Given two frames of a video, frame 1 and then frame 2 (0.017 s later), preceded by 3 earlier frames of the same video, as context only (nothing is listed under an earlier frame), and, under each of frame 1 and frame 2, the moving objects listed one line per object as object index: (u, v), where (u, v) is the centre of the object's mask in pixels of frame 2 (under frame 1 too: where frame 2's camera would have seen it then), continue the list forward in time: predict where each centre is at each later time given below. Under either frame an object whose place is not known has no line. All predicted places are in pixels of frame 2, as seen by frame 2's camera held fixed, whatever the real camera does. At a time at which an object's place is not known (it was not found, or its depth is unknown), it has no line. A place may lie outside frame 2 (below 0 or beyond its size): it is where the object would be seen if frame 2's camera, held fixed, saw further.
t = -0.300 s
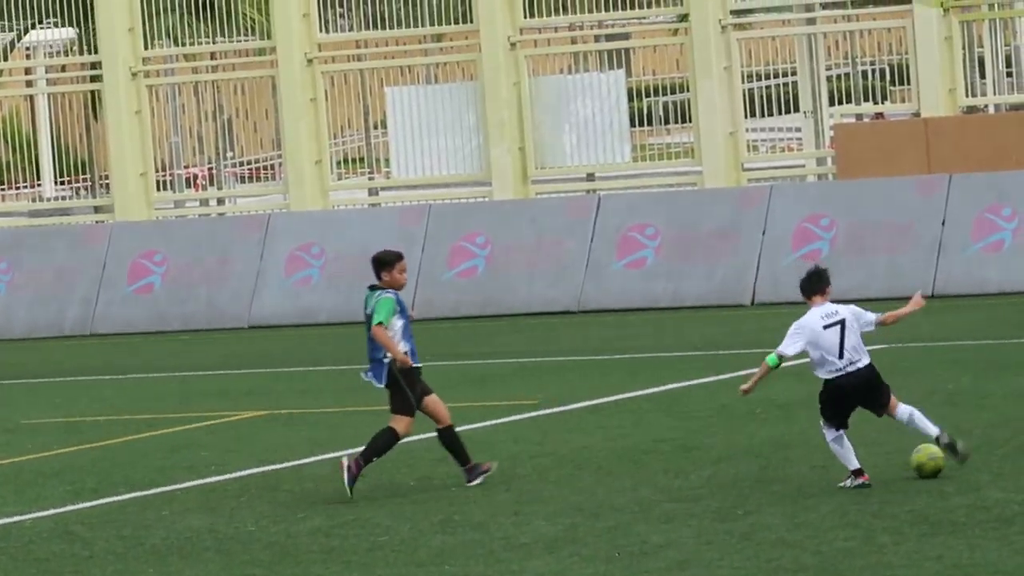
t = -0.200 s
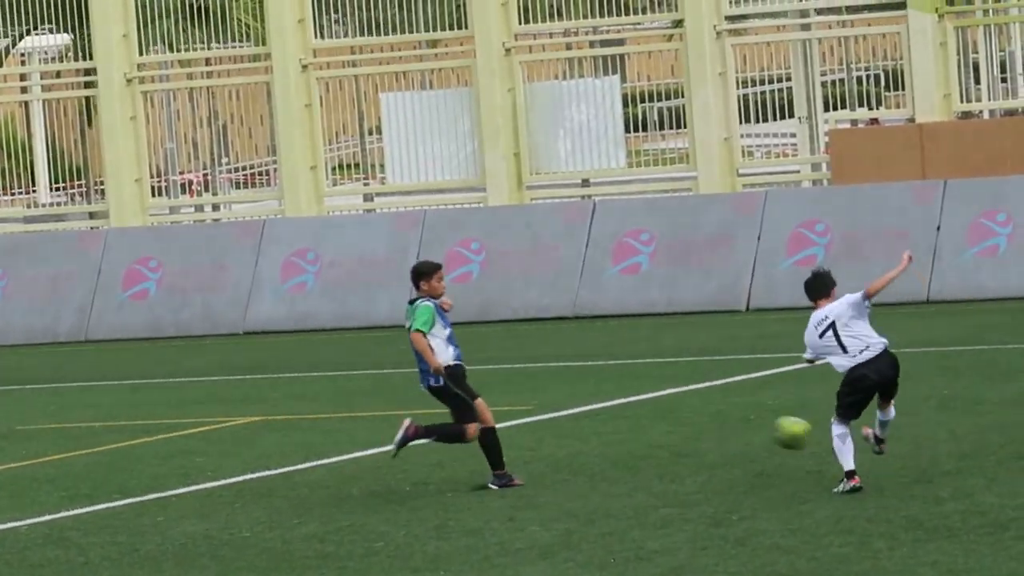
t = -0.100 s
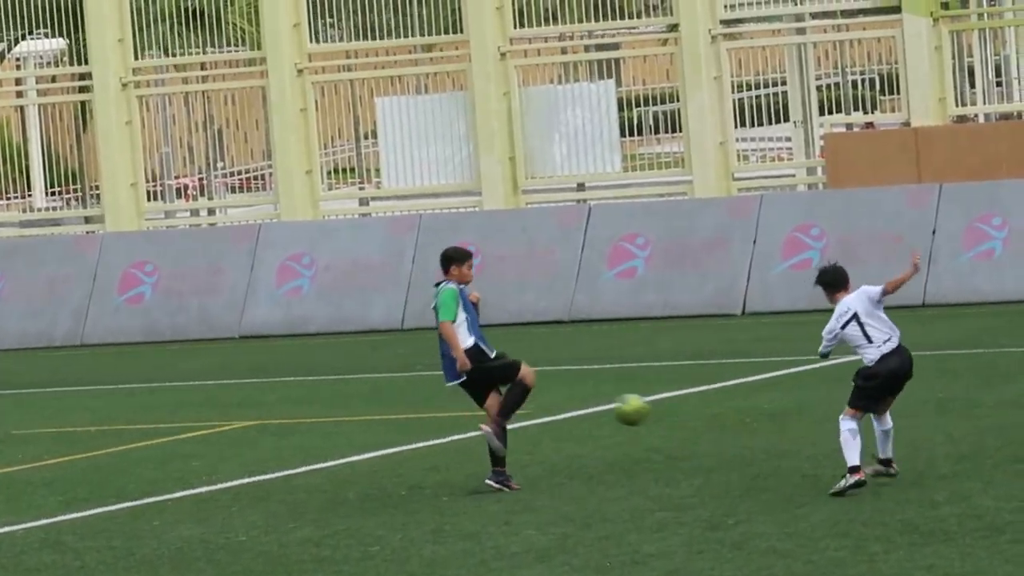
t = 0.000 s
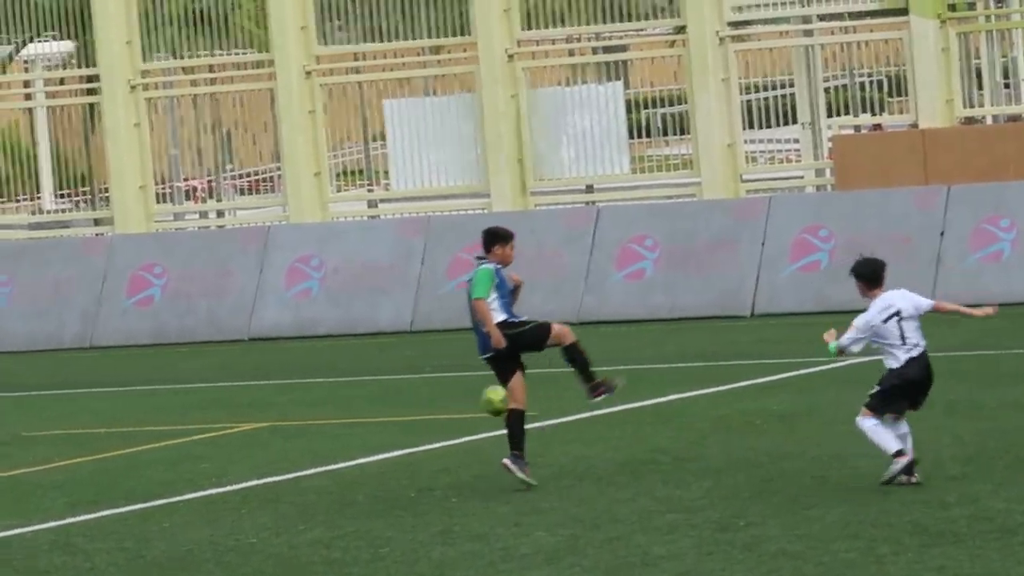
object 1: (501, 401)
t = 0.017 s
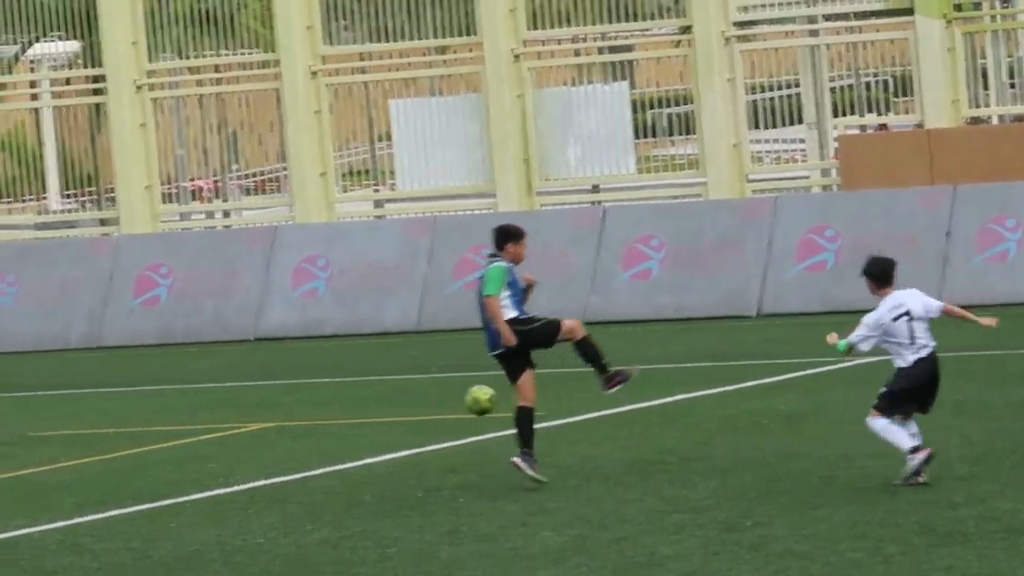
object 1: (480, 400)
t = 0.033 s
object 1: (458, 400)
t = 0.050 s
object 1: (436, 401)
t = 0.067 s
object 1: (414, 401)
